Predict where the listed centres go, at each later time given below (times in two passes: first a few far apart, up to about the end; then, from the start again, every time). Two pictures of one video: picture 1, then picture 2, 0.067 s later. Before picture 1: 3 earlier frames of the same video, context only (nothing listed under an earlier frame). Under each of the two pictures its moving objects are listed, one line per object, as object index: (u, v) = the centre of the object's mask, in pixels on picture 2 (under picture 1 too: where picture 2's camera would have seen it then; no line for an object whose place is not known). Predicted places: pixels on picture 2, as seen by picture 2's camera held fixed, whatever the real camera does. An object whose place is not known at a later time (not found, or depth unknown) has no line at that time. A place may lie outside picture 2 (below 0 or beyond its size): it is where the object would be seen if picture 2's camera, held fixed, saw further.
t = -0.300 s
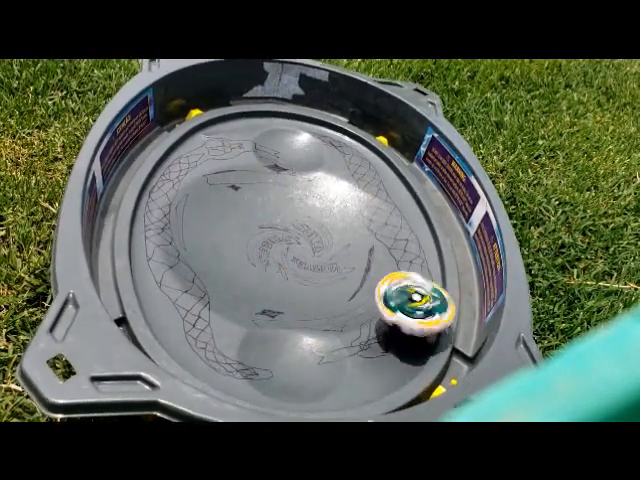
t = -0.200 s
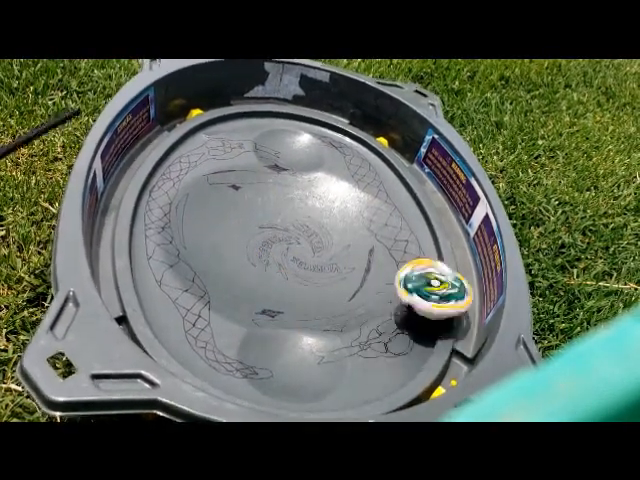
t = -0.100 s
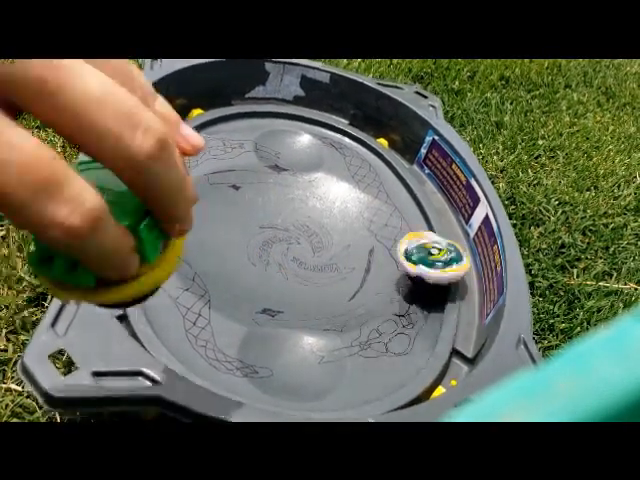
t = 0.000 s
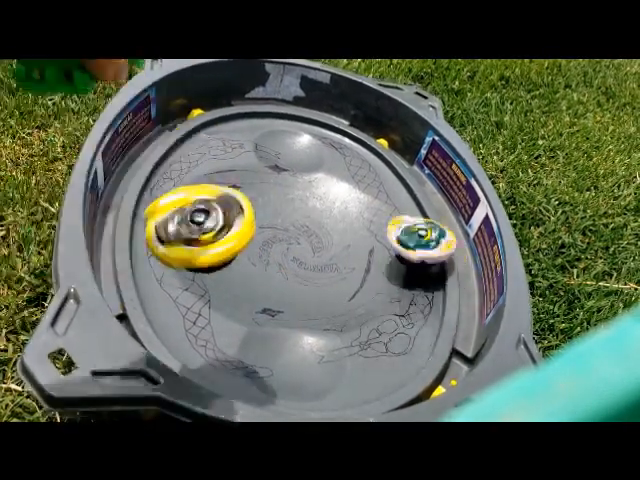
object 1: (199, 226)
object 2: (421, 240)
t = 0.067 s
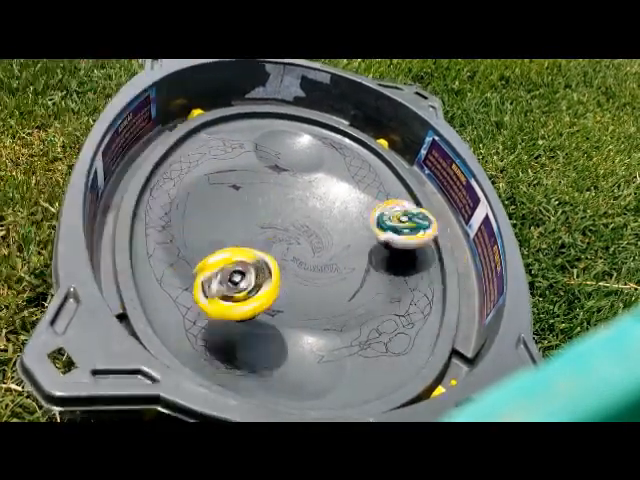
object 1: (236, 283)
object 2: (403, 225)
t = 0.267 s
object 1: (368, 205)
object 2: (273, 179)
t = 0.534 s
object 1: (237, 189)
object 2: (263, 275)
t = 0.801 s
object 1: (329, 382)
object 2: (371, 236)
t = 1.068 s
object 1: (441, 222)
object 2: (269, 205)
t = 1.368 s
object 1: (287, 125)
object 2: (309, 275)
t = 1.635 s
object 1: (162, 185)
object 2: (364, 222)
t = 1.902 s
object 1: (244, 336)
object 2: (260, 205)
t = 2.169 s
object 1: (432, 315)
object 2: (277, 284)
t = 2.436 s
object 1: (441, 257)
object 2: (355, 259)
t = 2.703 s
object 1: (408, 204)
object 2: (265, 214)
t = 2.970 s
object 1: (217, 199)
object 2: (267, 254)
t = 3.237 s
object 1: (358, 363)
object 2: (338, 230)
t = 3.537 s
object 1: (408, 343)
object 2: (300, 221)
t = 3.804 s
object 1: (417, 330)
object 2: (331, 272)
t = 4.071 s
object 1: (417, 318)
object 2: (360, 253)
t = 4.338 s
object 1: (416, 312)
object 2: (281, 243)
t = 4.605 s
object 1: (413, 304)
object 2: (283, 272)
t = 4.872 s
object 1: (407, 298)
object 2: (327, 237)
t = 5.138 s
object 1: (403, 289)
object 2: (287, 209)
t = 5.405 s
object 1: (337, 208)
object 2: (306, 253)
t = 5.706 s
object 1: (222, 258)
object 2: (364, 241)
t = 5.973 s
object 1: (381, 260)
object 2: (297, 239)
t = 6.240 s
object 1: (275, 170)
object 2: (287, 273)
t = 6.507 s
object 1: (253, 269)
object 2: (324, 250)
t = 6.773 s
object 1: (416, 231)
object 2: (286, 214)
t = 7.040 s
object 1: (290, 181)
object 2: (291, 241)
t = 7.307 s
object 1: (269, 287)
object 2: (347, 248)
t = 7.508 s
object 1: (343, 344)
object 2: (338, 236)
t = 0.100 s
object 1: (261, 280)
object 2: (388, 213)
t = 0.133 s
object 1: (294, 259)
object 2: (369, 196)
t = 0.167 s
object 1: (321, 248)
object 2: (349, 188)
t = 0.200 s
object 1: (343, 232)
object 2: (322, 182)
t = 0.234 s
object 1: (358, 218)
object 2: (295, 179)
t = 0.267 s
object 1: (368, 205)
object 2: (273, 179)
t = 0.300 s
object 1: (368, 192)
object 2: (255, 184)
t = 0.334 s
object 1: (364, 178)
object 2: (238, 192)
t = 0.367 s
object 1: (352, 169)
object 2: (225, 205)
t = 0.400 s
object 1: (332, 164)
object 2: (219, 220)
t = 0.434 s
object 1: (312, 162)
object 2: (220, 237)
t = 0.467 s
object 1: (287, 166)
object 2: (225, 251)
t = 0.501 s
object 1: (260, 173)
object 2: (240, 264)
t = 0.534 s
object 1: (237, 189)
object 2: (263, 275)
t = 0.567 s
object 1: (218, 208)
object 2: (291, 286)
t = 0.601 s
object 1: (204, 230)
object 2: (315, 291)
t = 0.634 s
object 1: (206, 257)
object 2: (338, 289)
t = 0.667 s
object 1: (218, 286)
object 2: (354, 284)
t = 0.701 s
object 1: (230, 326)
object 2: (367, 272)
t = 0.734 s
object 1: (253, 365)
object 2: (375, 261)
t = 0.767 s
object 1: (289, 377)
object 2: (375, 248)
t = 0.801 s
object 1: (329, 382)
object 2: (371, 236)
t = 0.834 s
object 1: (363, 377)
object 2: (362, 225)
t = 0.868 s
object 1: (395, 362)
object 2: (350, 216)
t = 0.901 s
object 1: (421, 342)
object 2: (338, 211)
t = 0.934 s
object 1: (436, 320)
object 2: (322, 206)
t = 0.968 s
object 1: (443, 295)
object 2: (306, 202)
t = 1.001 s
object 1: (447, 270)
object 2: (292, 201)
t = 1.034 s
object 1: (446, 246)
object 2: (278, 201)
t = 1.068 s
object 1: (441, 222)
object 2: (269, 205)
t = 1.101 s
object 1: (429, 199)
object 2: (258, 211)
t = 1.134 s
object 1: (413, 180)
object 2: (250, 219)
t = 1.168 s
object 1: (393, 164)
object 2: (248, 227)
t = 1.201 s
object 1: (376, 151)
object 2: (248, 238)
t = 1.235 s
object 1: (361, 140)
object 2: (255, 248)
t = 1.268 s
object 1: (345, 132)
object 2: (267, 258)
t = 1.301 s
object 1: (329, 128)
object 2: (280, 267)
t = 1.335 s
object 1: (310, 127)
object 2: (293, 272)
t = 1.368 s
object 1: (287, 125)
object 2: (309, 275)
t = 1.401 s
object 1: (266, 124)
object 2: (326, 274)
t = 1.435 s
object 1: (247, 128)
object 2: (341, 271)
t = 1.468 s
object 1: (229, 137)
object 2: (354, 266)
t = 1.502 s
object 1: (214, 144)
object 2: (366, 258)
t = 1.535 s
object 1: (199, 153)
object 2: (371, 251)
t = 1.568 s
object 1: (185, 163)
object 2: (371, 242)
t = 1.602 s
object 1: (172, 173)
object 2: (368, 231)
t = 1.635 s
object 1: (162, 185)
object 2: (364, 222)
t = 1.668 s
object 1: (158, 202)
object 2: (356, 214)
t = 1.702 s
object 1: (161, 221)
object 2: (343, 205)
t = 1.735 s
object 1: (168, 239)
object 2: (331, 200)
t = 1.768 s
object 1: (178, 257)
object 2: (318, 197)
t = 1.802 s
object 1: (191, 277)
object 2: (304, 196)
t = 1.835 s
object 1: (205, 296)
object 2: (287, 197)
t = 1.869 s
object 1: (222, 316)
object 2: (272, 200)
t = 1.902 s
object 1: (244, 336)
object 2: (260, 205)
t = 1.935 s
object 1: (273, 357)
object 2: (251, 212)
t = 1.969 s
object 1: (313, 374)
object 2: (243, 221)
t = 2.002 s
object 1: (352, 373)
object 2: (238, 232)
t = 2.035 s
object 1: (384, 364)
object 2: (237, 241)
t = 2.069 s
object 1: (405, 352)
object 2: (242, 253)
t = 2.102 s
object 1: (416, 339)
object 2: (251, 264)
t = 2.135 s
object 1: (429, 327)
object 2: (263, 275)
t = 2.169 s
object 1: (432, 315)
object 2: (277, 284)
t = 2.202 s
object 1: (436, 306)
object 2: (294, 290)
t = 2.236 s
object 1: (435, 295)
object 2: (312, 292)
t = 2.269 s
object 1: (437, 289)
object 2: (330, 293)
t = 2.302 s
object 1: (438, 281)
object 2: (346, 289)
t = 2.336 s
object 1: (436, 274)
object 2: (361, 284)
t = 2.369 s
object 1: (443, 269)
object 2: (364, 277)
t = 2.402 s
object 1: (444, 262)
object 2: (360, 268)
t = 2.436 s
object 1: (441, 257)
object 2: (355, 259)
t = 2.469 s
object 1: (439, 249)
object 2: (348, 250)
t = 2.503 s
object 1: (439, 243)
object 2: (339, 242)
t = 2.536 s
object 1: (439, 237)
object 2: (327, 235)
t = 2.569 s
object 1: (434, 231)
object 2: (315, 227)
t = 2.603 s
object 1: (429, 226)
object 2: (302, 222)
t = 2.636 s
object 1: (427, 221)
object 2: (289, 218)
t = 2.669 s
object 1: (420, 213)
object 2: (276, 215)
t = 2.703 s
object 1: (408, 204)
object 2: (265, 214)
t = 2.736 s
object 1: (396, 194)
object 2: (254, 215)
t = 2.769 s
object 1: (378, 185)
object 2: (246, 217)
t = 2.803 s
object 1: (353, 177)
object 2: (242, 222)
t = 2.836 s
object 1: (324, 170)
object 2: (240, 228)
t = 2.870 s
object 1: (293, 168)
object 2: (242, 235)
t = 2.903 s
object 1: (264, 173)
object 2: (247, 242)
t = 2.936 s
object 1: (238, 183)
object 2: (256, 249)
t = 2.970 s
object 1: (217, 199)
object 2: (267, 254)
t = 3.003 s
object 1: (206, 219)
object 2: (280, 257)
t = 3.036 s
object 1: (207, 241)
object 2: (293, 258)
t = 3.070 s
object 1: (222, 267)
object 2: (305, 256)
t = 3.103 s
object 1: (248, 289)
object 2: (315, 252)
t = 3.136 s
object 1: (279, 315)
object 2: (324, 248)
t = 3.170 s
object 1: (310, 343)
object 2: (331, 243)
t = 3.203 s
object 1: (334, 359)
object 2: (336, 236)
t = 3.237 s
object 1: (358, 363)
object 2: (338, 230)
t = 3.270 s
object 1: (374, 370)
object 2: (338, 224)
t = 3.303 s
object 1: (383, 363)
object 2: (336, 219)
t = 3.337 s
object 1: (390, 361)
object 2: (332, 214)
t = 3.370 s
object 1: (397, 357)
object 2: (327, 210)
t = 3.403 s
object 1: (397, 352)
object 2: (321, 209)
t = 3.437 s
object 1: (402, 348)
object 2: (315, 209)
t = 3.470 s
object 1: (403, 346)
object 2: (308, 212)
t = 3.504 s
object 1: (407, 344)
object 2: (303, 216)
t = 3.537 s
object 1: (408, 343)
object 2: (300, 221)
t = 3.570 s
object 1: (412, 340)
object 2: (298, 227)
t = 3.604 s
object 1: (412, 340)
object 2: (298, 234)
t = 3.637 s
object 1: (414, 337)
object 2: (299, 241)
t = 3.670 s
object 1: (415, 337)
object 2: (301, 249)
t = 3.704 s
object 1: (416, 334)
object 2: (306, 257)
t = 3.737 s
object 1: (417, 334)
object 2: (313, 263)
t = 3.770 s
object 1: (416, 331)
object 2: (322, 268)
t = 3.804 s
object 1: (417, 330)
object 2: (331, 272)
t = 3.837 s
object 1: (416, 327)
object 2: (341, 274)
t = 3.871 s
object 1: (417, 326)
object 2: (351, 273)
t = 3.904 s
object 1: (415, 325)
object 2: (358, 271)
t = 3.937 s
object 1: (417, 323)
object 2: (363, 269)
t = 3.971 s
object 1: (416, 323)
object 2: (366, 265)
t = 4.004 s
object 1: (417, 321)
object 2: (367, 262)
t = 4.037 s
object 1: (418, 321)
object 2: (364, 257)
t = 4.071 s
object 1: (417, 318)
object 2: (360, 253)
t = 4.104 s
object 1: (417, 318)
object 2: (353, 249)
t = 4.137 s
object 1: (415, 316)
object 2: (345, 245)
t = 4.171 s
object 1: (416, 316)
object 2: (333, 243)
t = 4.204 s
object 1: (415, 316)
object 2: (321, 241)
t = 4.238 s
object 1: (416, 315)
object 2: (310, 240)
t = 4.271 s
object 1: (417, 315)
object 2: (300, 241)
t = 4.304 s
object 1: (415, 312)
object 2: (290, 242)
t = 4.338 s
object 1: (416, 312)
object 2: (281, 243)
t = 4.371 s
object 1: (414, 312)
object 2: (272, 245)
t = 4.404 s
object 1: (415, 311)
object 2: (265, 249)
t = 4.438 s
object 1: (415, 311)
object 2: (262, 253)
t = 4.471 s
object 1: (413, 307)
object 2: (262, 258)
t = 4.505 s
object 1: (413, 307)
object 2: (265, 262)
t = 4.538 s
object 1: (412, 307)
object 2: (269, 266)
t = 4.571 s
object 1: (413, 305)
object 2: (275, 269)
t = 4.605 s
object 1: (413, 304)
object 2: (283, 272)
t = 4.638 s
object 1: (410, 303)
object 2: (292, 273)
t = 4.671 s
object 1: (411, 302)
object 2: (302, 272)
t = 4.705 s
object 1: (411, 302)
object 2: (309, 269)
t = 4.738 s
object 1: (410, 300)
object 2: (315, 265)
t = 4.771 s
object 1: (409, 300)
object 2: (321, 260)
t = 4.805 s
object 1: (408, 301)
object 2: (326, 254)
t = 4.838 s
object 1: (408, 299)
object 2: (329, 245)
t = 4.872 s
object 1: (407, 298)
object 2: (327, 237)
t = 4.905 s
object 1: (405, 299)
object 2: (324, 230)
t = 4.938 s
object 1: (405, 298)
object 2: (321, 223)
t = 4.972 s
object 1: (406, 298)
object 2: (316, 216)
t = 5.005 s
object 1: (402, 297)
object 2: (309, 212)
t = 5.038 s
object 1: (403, 296)
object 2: (302, 210)
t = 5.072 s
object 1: (404, 295)
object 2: (297, 209)
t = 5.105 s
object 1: (400, 292)
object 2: (293, 209)
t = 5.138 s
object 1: (403, 289)
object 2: (287, 209)
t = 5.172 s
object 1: (404, 284)
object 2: (283, 213)
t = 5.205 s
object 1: (402, 276)
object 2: (281, 217)
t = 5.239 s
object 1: (404, 266)
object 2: (280, 223)
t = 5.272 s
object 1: (399, 253)
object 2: (280, 229)
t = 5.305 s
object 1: (388, 240)
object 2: (283, 236)
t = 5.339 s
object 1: (375, 226)
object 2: (289, 243)
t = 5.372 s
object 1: (357, 216)
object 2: (298, 248)
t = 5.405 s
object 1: (337, 208)
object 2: (306, 253)
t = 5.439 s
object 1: (312, 200)
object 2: (316, 257)
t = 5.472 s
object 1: (291, 198)
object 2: (327, 260)
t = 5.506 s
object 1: (269, 198)
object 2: (337, 260)
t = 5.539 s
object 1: (247, 202)
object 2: (347, 260)
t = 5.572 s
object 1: (232, 207)
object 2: (357, 258)
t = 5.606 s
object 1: (219, 217)
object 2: (363, 254)
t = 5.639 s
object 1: (214, 230)
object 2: (365, 250)
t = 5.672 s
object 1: (211, 242)
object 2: (366, 246)
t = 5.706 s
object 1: (222, 258)
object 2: (364, 241)
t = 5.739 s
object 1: (236, 271)
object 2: (359, 238)
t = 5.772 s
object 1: (260, 285)
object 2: (353, 236)
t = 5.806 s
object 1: (282, 292)
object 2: (346, 233)
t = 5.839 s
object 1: (311, 296)
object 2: (336, 232)
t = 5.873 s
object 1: (334, 294)
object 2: (326, 233)
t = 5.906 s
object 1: (357, 288)
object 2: (316, 232)
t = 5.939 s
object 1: (370, 276)
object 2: (305, 235)
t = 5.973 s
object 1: (381, 260)
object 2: (297, 239)
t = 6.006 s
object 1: (383, 245)
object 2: (292, 242)
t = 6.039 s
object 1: (380, 227)
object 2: (284, 246)
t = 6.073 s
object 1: (369, 212)
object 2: (279, 251)
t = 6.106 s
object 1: (353, 196)
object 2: (277, 254)
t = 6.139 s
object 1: (337, 185)
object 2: (275, 260)
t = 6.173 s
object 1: (316, 176)
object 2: (279, 265)
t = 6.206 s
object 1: (296, 171)
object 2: (283, 269)
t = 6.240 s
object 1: (275, 170)
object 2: (287, 273)
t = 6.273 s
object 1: (255, 171)
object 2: (295, 275)
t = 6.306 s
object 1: (239, 178)
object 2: (302, 276)
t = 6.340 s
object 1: (225, 188)
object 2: (309, 274)
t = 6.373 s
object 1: (218, 201)
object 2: (317, 271)
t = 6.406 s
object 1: (215, 219)
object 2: (320, 267)
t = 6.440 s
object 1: (219, 235)
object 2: (324, 263)
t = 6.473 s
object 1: (233, 253)
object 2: (325, 256)
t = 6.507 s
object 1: (253, 269)
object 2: (324, 250)
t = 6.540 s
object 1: (279, 281)
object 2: (324, 244)
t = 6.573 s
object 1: (310, 289)
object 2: (319, 236)
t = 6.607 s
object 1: (337, 290)
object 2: (314, 230)
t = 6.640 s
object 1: (364, 284)
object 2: (309, 224)
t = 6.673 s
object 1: (388, 274)
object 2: (302, 221)
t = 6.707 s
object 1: (404, 261)
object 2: (297, 218)
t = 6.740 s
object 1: (413, 246)
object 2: (291, 215)
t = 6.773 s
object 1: (416, 231)
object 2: (286, 214)
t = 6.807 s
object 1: (412, 217)
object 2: (280, 215)
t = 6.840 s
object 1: (402, 205)
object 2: (277, 218)
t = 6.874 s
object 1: (388, 193)
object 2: (277, 220)
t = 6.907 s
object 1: (373, 185)
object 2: (275, 223)
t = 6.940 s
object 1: (354, 180)
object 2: (277, 228)
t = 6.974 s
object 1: (332, 177)
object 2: (279, 231)
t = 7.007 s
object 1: (311, 176)
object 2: (283, 238)
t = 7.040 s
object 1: (290, 181)
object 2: (291, 241)
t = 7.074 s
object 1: (270, 188)
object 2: (297, 245)
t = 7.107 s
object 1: (252, 197)
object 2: (305, 248)
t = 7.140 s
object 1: (240, 209)
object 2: (312, 251)
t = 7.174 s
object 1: (232, 224)
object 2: (322, 253)
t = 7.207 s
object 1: (230, 241)
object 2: (330, 252)
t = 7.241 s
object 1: (235, 257)
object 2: (337, 251)
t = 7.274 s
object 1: (249, 273)
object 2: (342, 249)
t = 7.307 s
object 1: (269, 287)
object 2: (347, 248)
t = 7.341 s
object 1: (292, 300)
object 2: (351, 245)
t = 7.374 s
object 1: (313, 314)
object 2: (351, 243)
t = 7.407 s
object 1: (329, 328)
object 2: (350, 240)
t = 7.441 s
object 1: (341, 339)
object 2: (347, 239)
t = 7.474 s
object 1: (344, 343)
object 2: (345, 237)
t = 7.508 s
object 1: (343, 344)
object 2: (338, 236)
